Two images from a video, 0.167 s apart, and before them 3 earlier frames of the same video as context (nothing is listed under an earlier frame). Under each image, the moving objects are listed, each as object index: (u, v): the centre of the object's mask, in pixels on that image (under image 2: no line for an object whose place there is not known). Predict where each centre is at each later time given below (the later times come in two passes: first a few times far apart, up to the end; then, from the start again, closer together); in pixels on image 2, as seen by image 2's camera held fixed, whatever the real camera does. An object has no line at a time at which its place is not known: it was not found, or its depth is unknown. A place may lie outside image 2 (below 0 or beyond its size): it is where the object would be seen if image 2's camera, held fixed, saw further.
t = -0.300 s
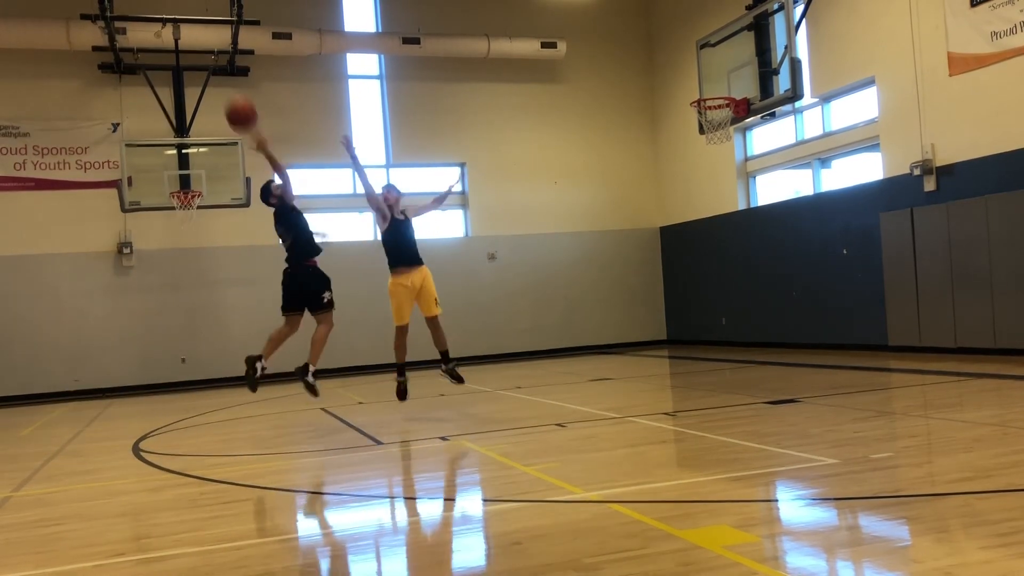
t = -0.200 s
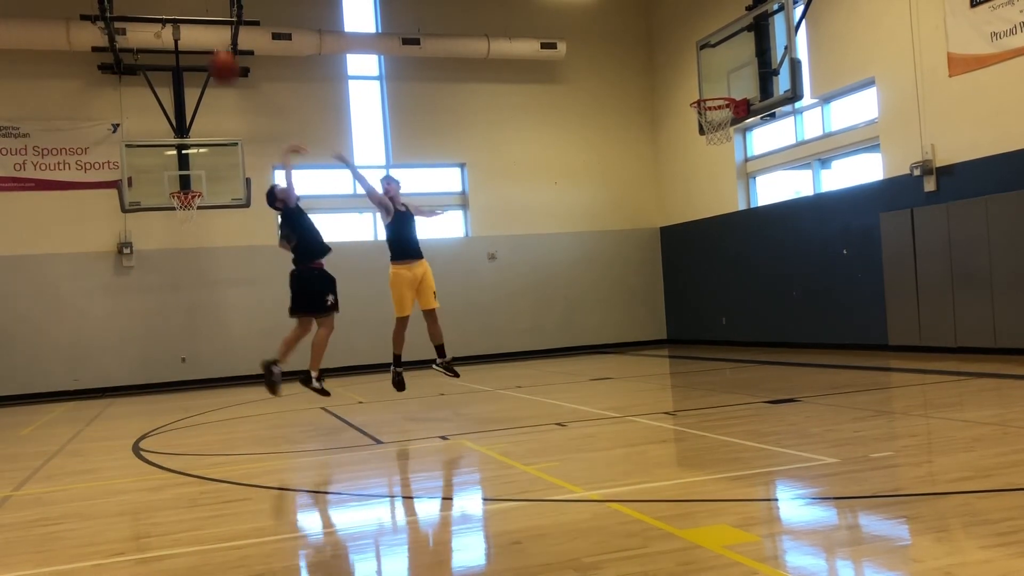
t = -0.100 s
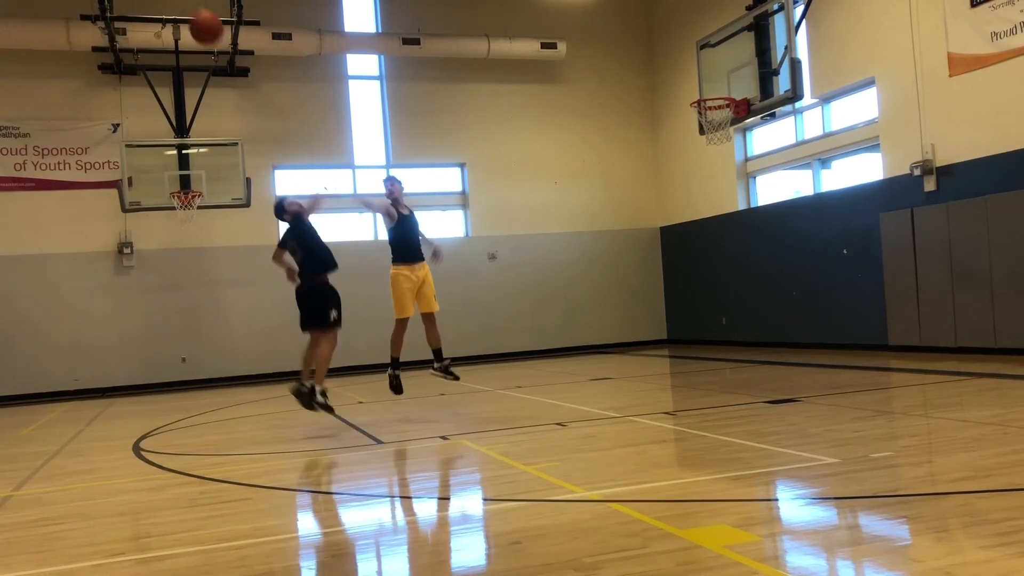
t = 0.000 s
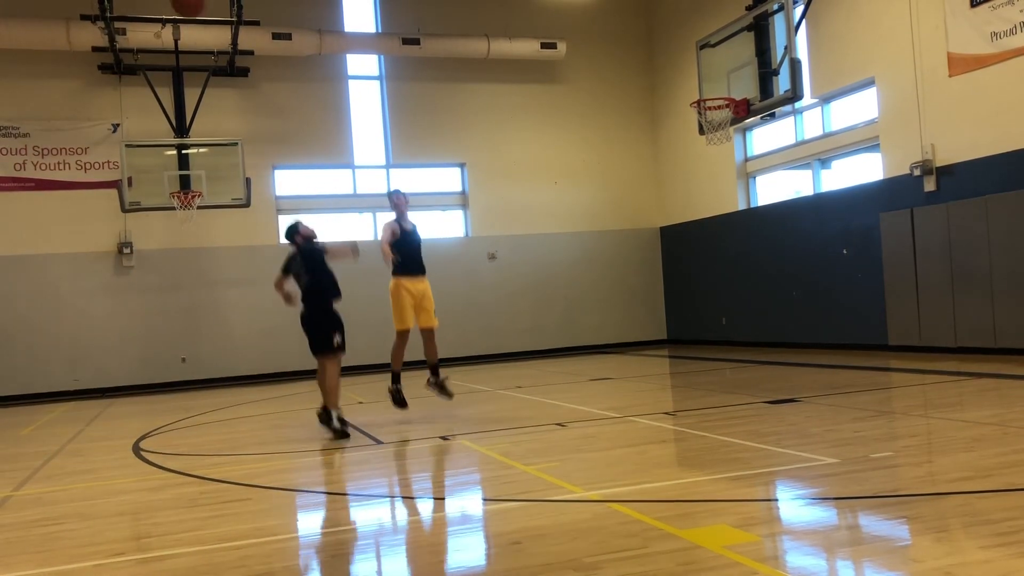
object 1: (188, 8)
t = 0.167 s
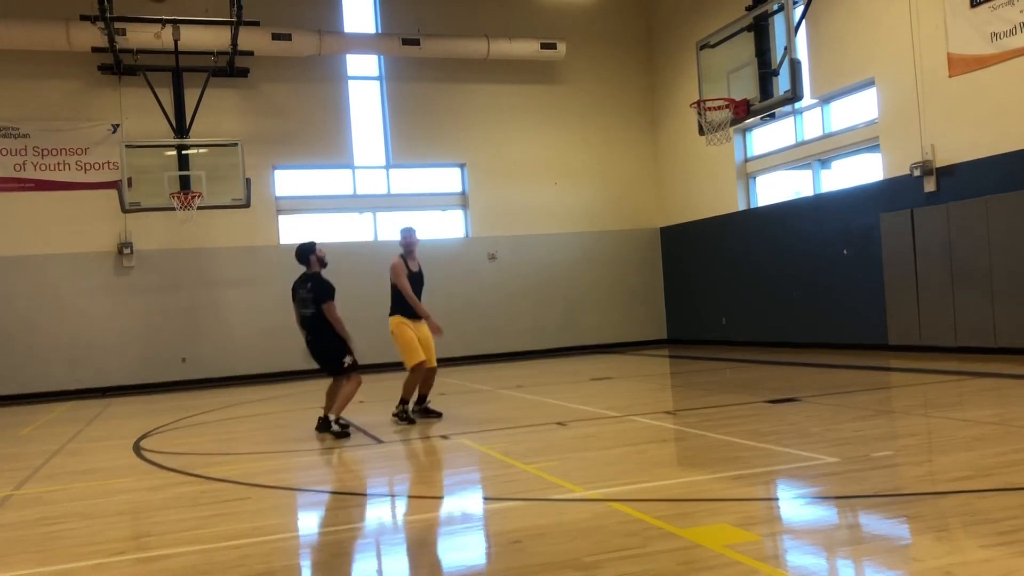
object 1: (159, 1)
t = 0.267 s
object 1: (139, 5)
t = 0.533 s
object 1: (87, 100)
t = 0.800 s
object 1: (35, 368)
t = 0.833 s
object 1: (29, 422)
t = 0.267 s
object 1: (139, 5)
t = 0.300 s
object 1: (132, 7)
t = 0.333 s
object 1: (126, 11)
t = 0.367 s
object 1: (119, 17)
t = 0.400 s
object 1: (113, 29)
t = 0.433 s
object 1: (106, 44)
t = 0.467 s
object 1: (99, 61)
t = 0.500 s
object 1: (94, 79)
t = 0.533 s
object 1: (87, 100)
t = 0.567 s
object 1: (81, 123)
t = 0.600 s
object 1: (75, 148)
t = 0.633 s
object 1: (67, 185)
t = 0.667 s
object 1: (61, 215)
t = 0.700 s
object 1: (54, 249)
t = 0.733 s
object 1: (48, 288)
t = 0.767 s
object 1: (42, 328)
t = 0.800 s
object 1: (35, 368)
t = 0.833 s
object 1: (29, 422)
